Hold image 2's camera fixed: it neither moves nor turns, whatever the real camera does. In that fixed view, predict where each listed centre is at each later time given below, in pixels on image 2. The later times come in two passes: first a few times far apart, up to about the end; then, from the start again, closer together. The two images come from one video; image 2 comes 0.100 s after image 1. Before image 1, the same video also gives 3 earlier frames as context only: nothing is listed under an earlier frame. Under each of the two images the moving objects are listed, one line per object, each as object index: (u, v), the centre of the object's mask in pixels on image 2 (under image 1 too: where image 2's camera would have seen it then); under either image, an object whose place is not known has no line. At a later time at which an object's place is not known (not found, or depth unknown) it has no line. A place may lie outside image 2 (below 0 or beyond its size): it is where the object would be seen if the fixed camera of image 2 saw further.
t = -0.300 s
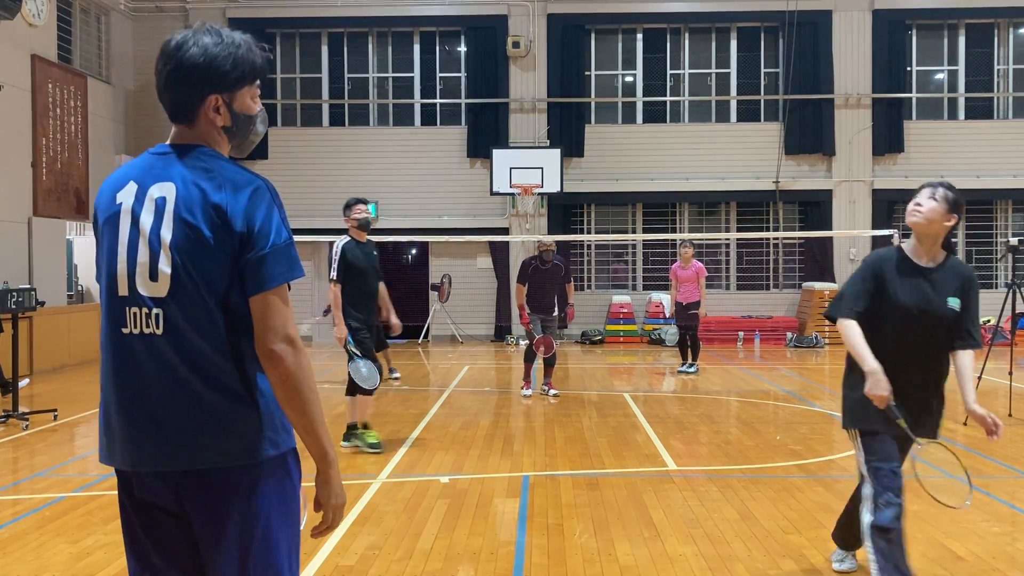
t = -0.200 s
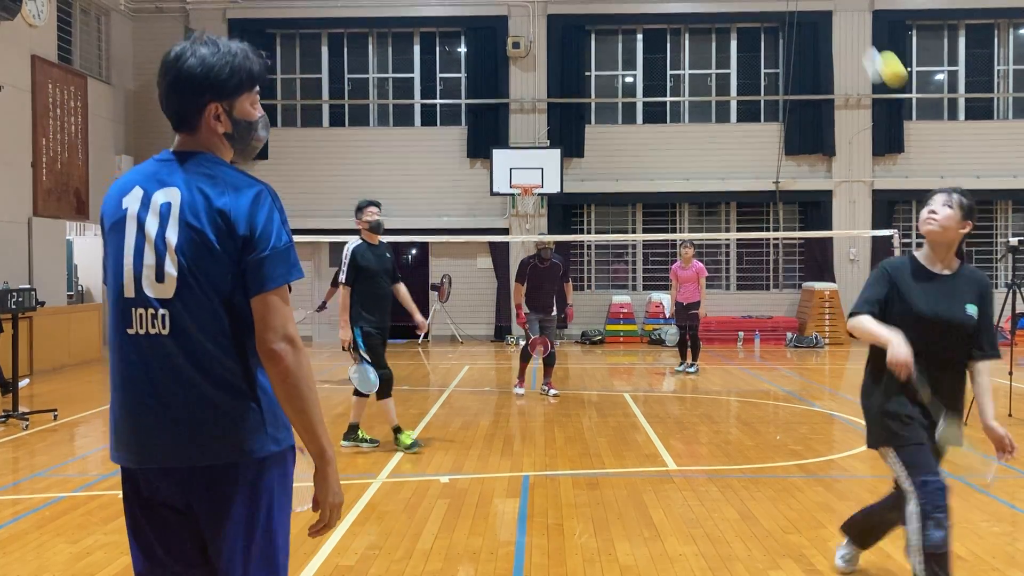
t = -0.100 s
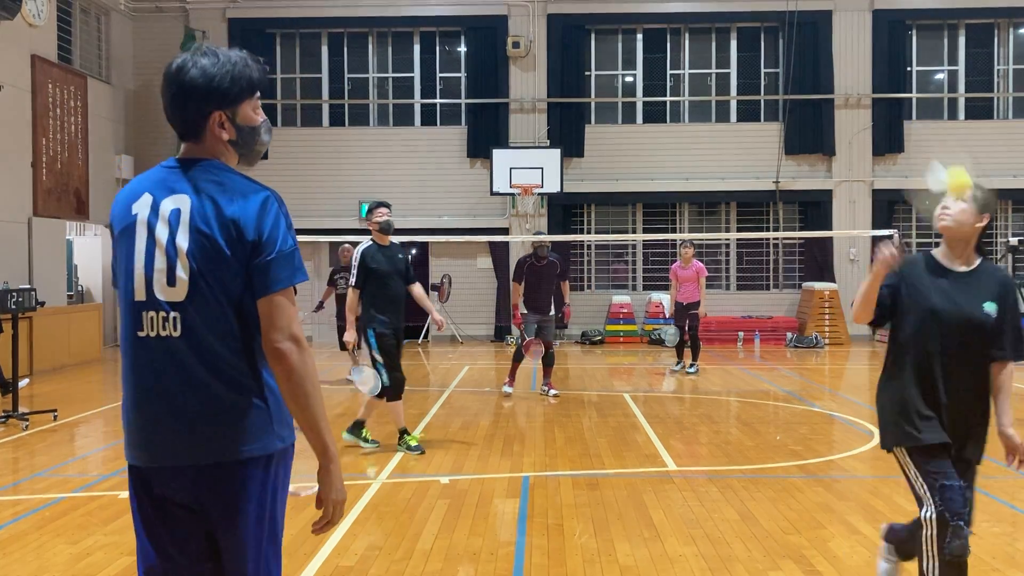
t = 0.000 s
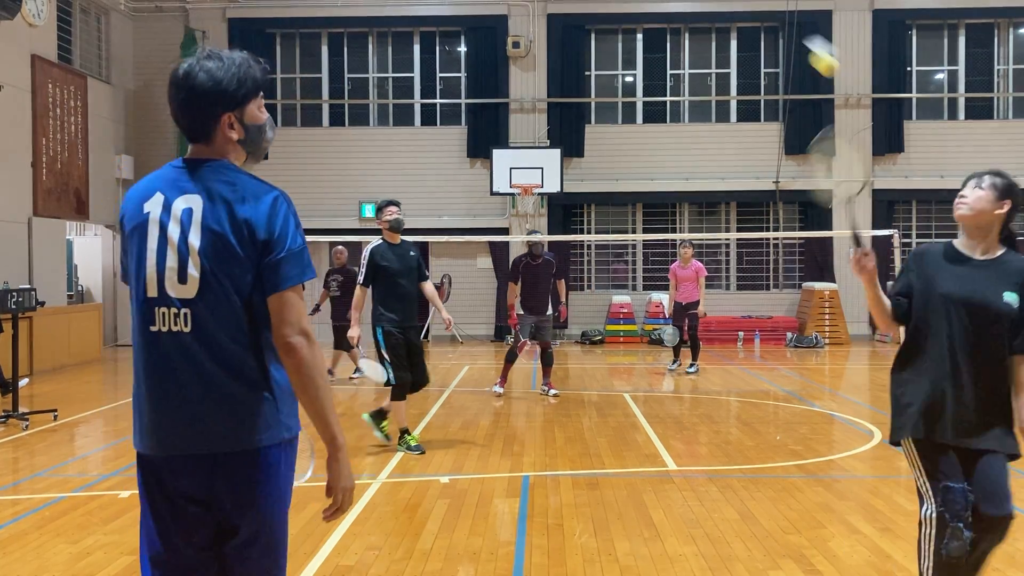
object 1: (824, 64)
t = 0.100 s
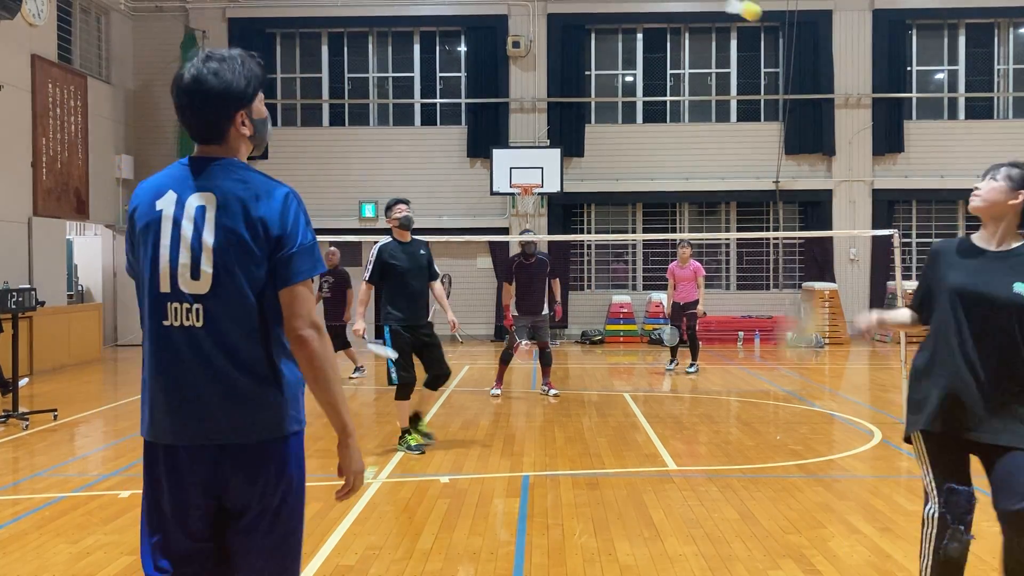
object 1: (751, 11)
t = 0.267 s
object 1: (663, 2)
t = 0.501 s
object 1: (604, 51)
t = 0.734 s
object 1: (567, 148)
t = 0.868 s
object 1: (555, 216)
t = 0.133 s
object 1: (731, 4)
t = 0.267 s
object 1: (663, 2)
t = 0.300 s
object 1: (652, 3)
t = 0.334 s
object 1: (642, 7)
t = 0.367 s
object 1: (633, 14)
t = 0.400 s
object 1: (625, 22)
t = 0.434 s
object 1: (618, 31)
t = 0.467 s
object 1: (611, 40)
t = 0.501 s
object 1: (604, 51)
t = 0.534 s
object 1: (598, 60)
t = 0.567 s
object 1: (593, 74)
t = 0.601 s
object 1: (587, 88)
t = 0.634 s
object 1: (580, 101)
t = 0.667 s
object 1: (575, 116)
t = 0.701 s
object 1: (571, 131)
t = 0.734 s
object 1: (567, 148)
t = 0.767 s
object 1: (564, 165)
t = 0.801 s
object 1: (561, 181)
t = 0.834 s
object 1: (558, 199)
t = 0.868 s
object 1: (555, 216)
